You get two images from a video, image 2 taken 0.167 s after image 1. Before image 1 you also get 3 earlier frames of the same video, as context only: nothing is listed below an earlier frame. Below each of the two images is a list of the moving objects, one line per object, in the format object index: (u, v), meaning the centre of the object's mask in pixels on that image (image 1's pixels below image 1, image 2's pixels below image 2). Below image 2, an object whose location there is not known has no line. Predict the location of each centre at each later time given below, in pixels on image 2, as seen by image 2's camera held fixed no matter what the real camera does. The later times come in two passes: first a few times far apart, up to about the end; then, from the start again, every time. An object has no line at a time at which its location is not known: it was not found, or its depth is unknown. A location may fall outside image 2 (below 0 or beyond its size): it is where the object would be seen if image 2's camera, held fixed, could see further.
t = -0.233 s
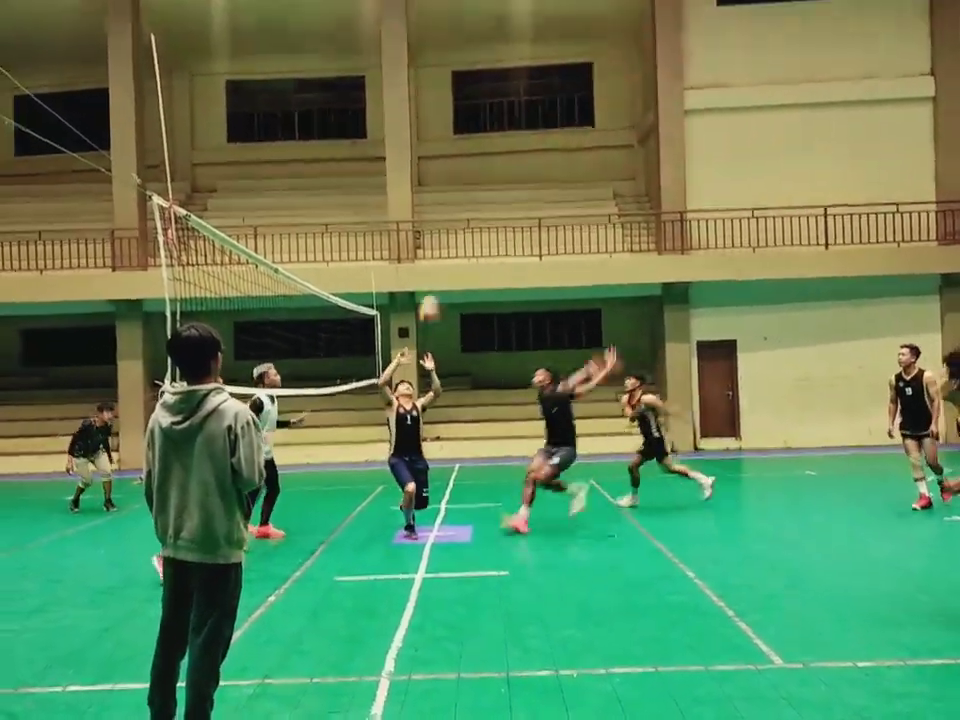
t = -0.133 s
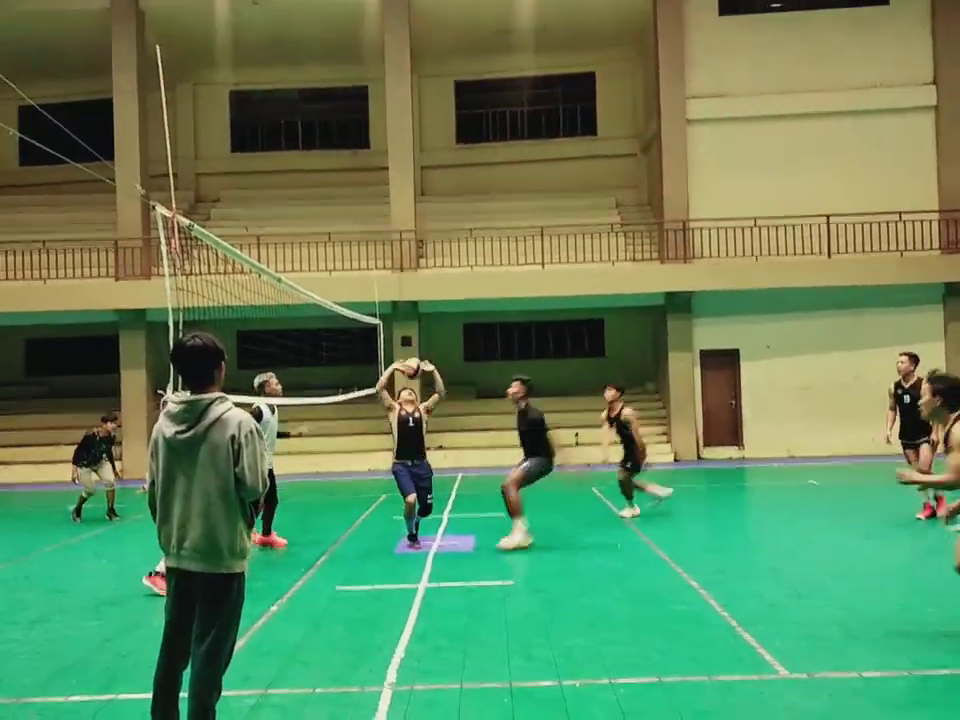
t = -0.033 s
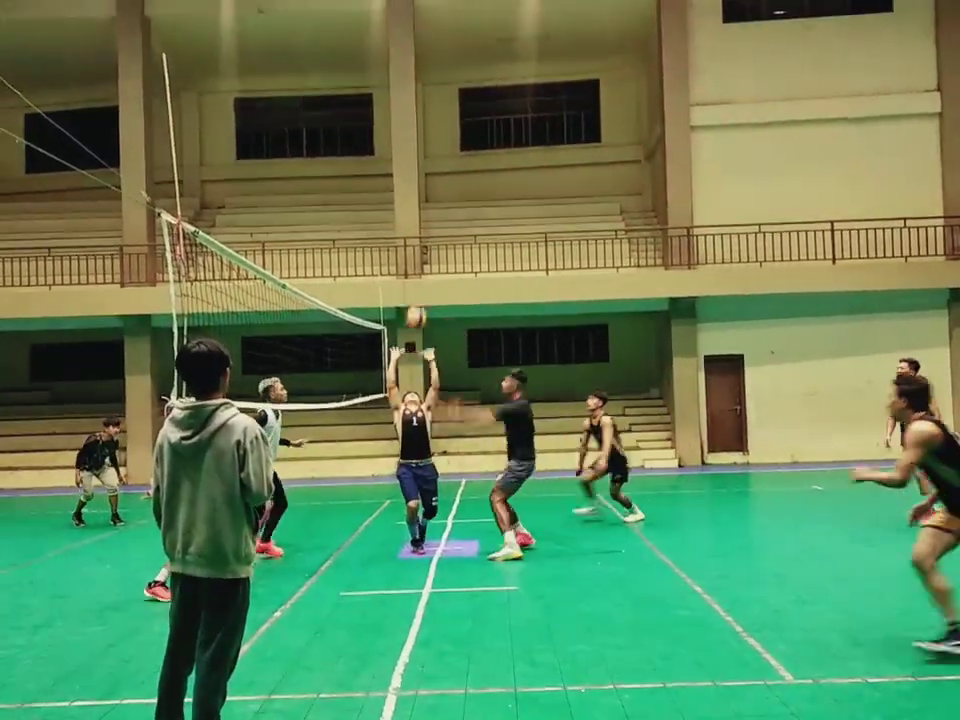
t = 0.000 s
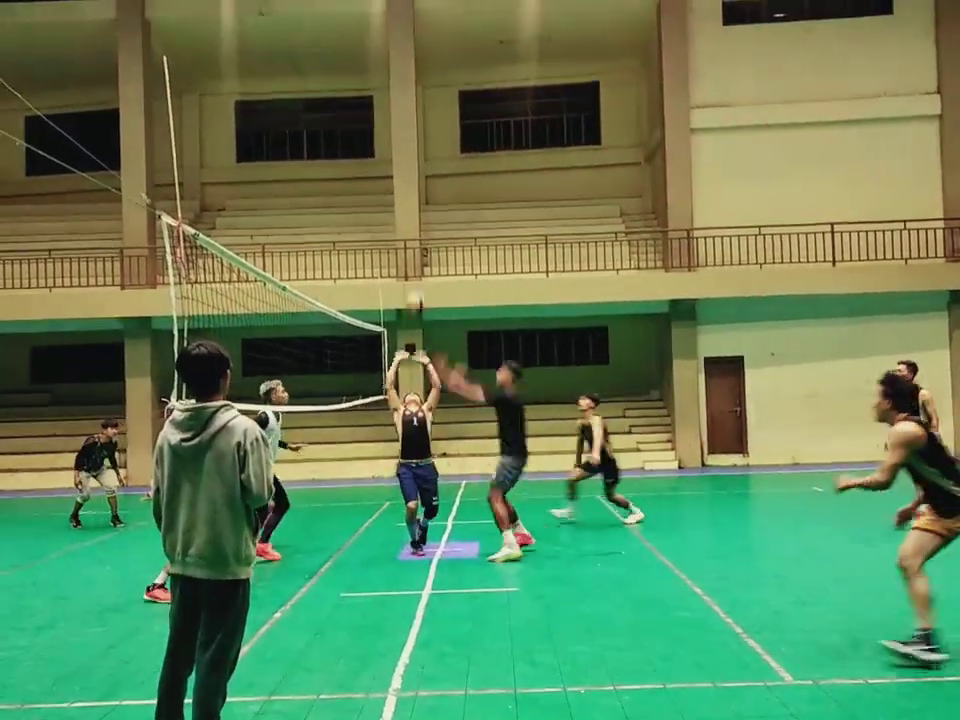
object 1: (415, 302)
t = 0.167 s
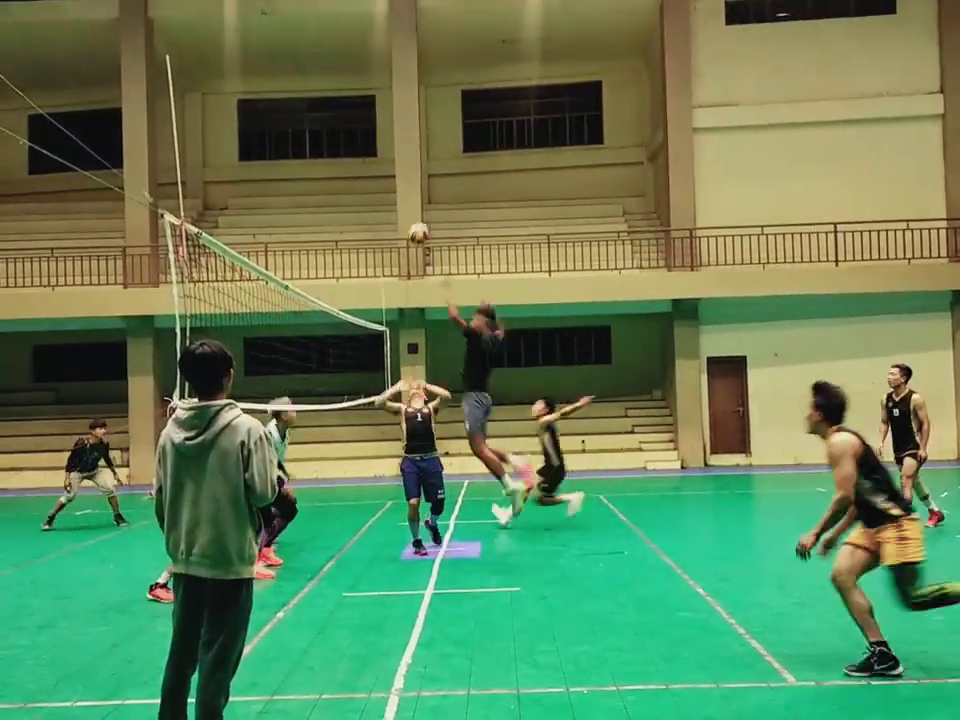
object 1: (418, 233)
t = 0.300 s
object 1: (418, 200)
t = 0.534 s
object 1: (418, 182)
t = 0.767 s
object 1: (420, 210)
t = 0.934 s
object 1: (422, 256)
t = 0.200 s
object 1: (417, 223)
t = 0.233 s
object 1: (418, 214)
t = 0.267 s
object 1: (418, 206)
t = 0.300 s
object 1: (418, 200)
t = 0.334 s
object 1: (418, 194)
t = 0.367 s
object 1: (418, 190)
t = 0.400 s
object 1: (418, 186)
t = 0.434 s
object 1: (418, 183)
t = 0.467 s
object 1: (418, 181)
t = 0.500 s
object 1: (418, 181)
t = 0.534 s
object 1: (418, 182)
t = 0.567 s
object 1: (418, 183)
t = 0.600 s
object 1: (419, 185)
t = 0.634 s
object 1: (419, 188)
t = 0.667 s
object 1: (419, 192)
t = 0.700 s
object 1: (419, 197)
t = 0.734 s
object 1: (419, 203)
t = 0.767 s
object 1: (420, 210)
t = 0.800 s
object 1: (419, 218)
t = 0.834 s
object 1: (420, 226)
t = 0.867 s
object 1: (420, 236)
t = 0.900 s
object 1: (421, 245)
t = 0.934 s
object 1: (422, 256)
